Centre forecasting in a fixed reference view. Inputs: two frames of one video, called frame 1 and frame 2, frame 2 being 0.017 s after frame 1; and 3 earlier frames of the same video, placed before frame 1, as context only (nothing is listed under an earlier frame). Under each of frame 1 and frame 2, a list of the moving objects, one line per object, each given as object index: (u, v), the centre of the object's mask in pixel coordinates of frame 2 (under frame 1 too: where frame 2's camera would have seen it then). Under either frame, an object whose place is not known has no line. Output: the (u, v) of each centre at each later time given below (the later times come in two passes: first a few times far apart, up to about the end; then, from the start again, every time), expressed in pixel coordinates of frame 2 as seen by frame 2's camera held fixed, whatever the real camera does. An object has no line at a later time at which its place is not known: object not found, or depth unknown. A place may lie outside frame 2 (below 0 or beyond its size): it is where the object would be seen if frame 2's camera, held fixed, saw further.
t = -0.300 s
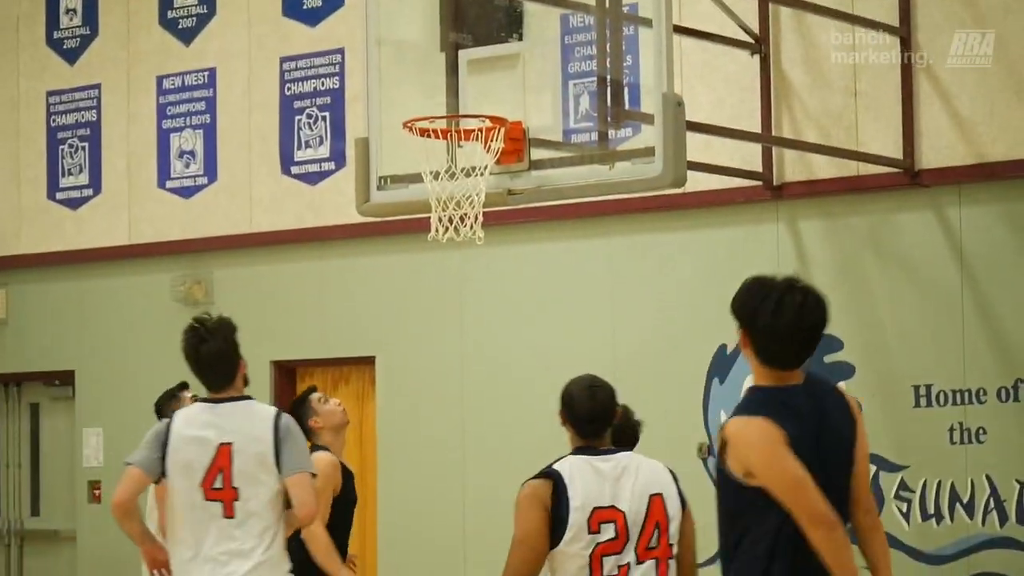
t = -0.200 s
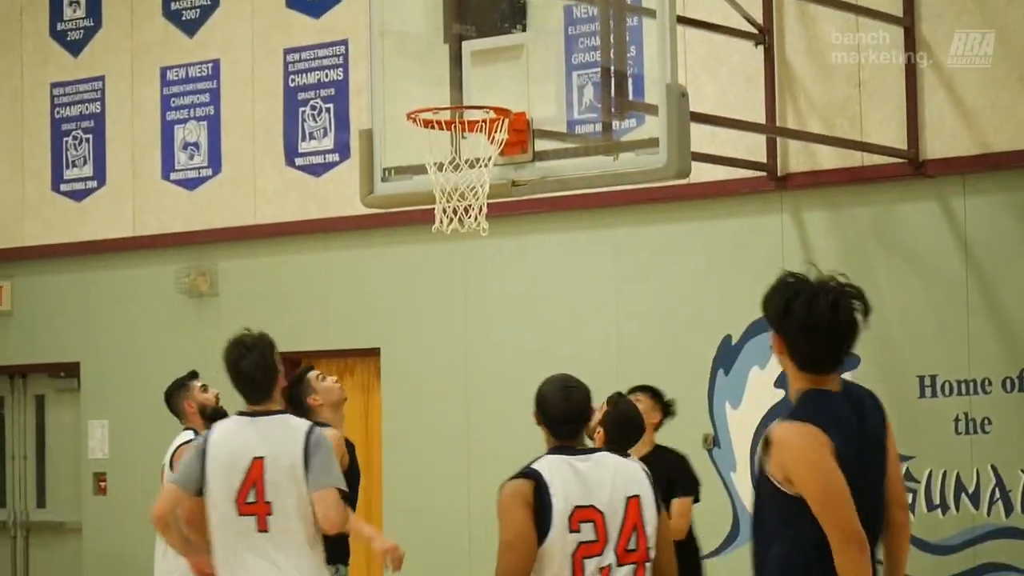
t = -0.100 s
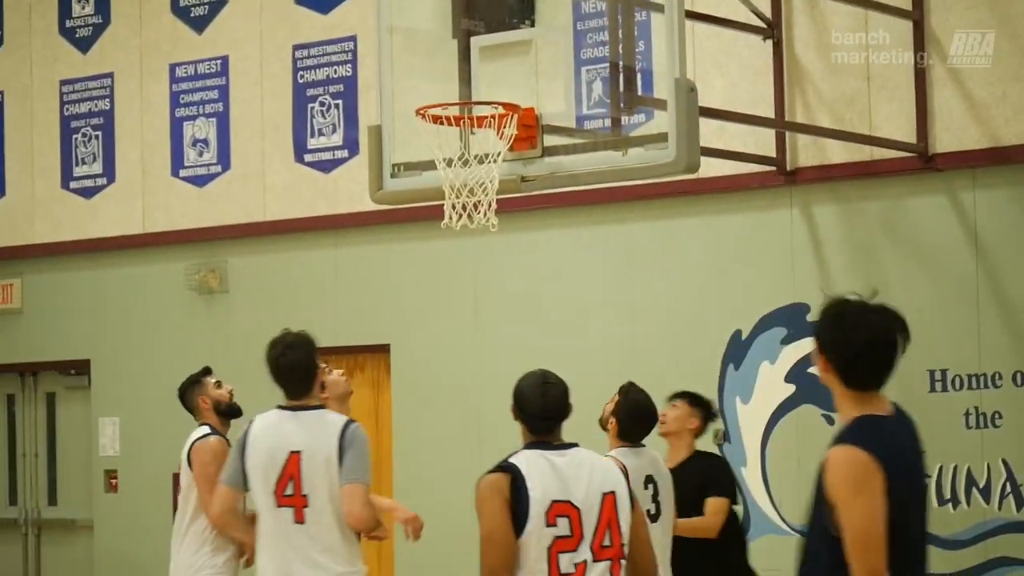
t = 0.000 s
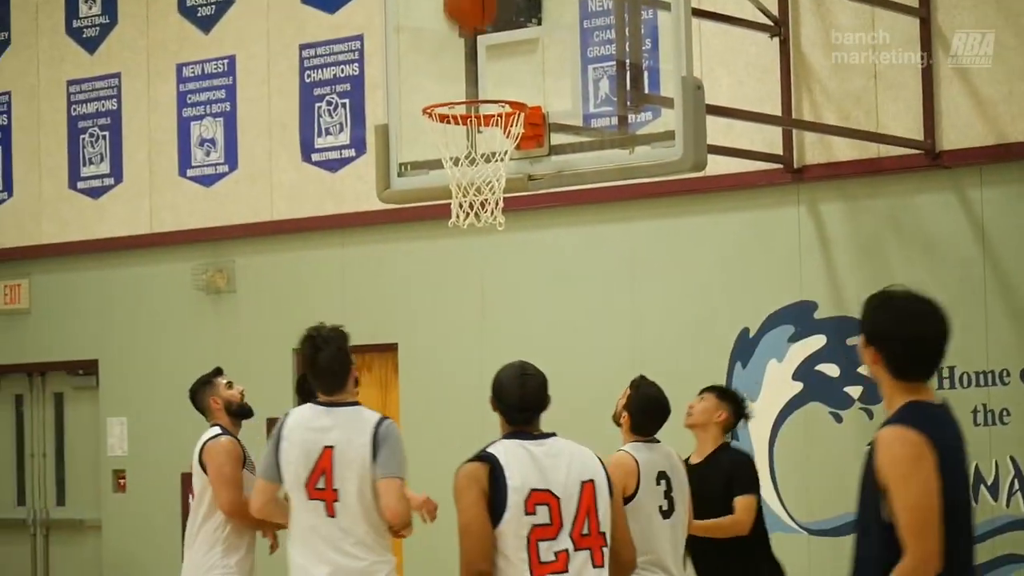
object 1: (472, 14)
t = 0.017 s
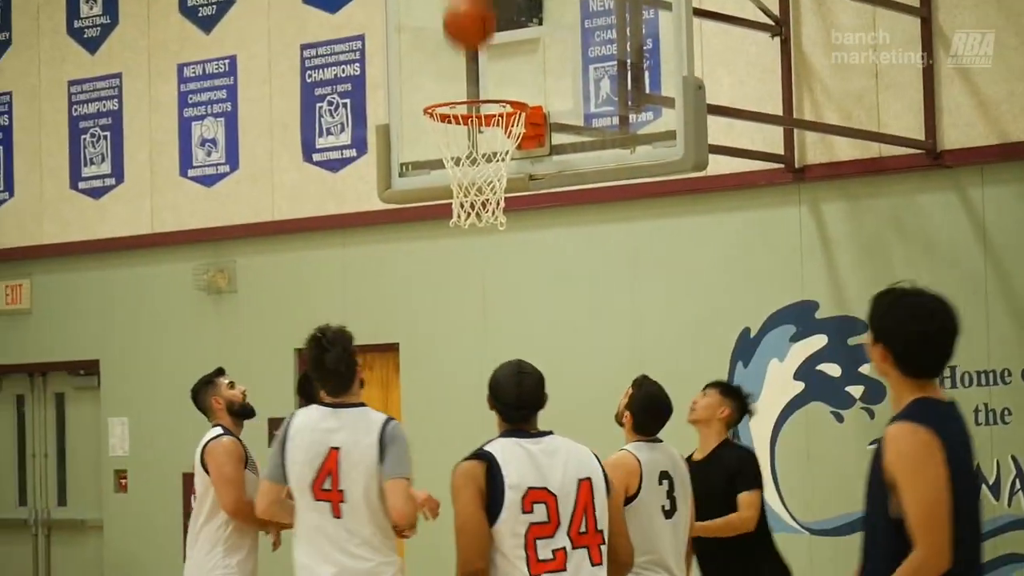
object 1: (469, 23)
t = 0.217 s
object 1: (459, 38)
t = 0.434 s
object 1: (455, 57)
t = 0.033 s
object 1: (468, 41)
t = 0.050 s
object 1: (466, 61)
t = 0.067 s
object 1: (465, 79)
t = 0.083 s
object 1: (464, 76)
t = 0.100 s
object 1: (463, 68)
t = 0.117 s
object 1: (463, 62)
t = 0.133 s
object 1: (462, 57)
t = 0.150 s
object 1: (461, 52)
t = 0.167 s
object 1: (461, 48)
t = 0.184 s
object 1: (460, 44)
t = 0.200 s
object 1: (460, 41)
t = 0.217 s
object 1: (459, 38)
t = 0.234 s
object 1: (459, 37)
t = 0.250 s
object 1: (459, 35)
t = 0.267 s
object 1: (458, 35)
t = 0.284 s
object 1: (458, 34)
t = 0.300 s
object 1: (457, 34)
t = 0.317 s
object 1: (457, 36)
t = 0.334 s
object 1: (457, 37)
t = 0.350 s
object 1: (456, 39)
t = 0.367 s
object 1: (456, 41)
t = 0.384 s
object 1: (456, 44)
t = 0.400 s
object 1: (455, 48)
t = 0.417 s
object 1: (455, 53)
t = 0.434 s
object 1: (455, 57)
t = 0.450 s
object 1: (455, 62)
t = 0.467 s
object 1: (453, 66)
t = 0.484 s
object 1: (449, 68)
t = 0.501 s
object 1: (445, 70)
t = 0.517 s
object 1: (441, 73)
